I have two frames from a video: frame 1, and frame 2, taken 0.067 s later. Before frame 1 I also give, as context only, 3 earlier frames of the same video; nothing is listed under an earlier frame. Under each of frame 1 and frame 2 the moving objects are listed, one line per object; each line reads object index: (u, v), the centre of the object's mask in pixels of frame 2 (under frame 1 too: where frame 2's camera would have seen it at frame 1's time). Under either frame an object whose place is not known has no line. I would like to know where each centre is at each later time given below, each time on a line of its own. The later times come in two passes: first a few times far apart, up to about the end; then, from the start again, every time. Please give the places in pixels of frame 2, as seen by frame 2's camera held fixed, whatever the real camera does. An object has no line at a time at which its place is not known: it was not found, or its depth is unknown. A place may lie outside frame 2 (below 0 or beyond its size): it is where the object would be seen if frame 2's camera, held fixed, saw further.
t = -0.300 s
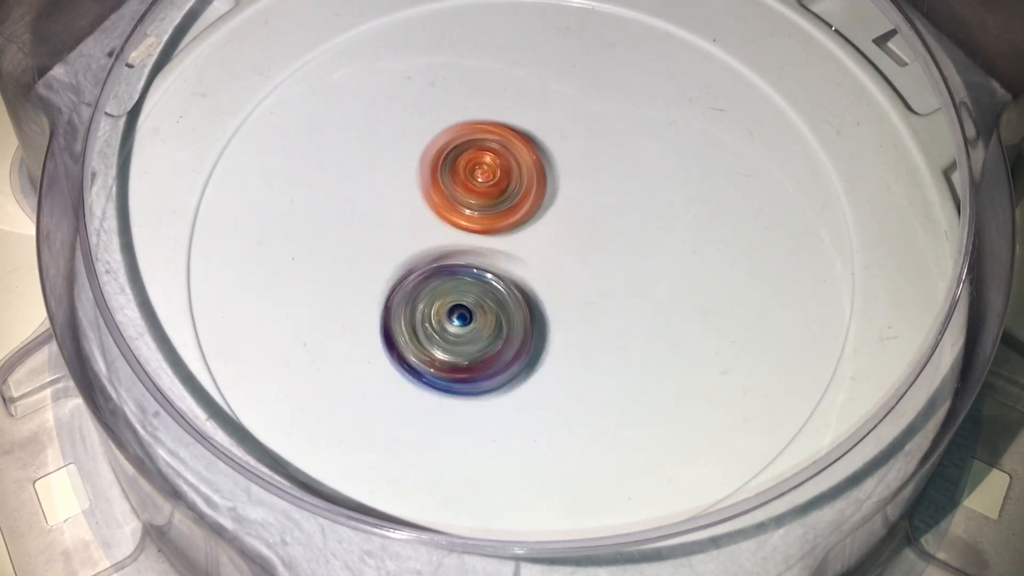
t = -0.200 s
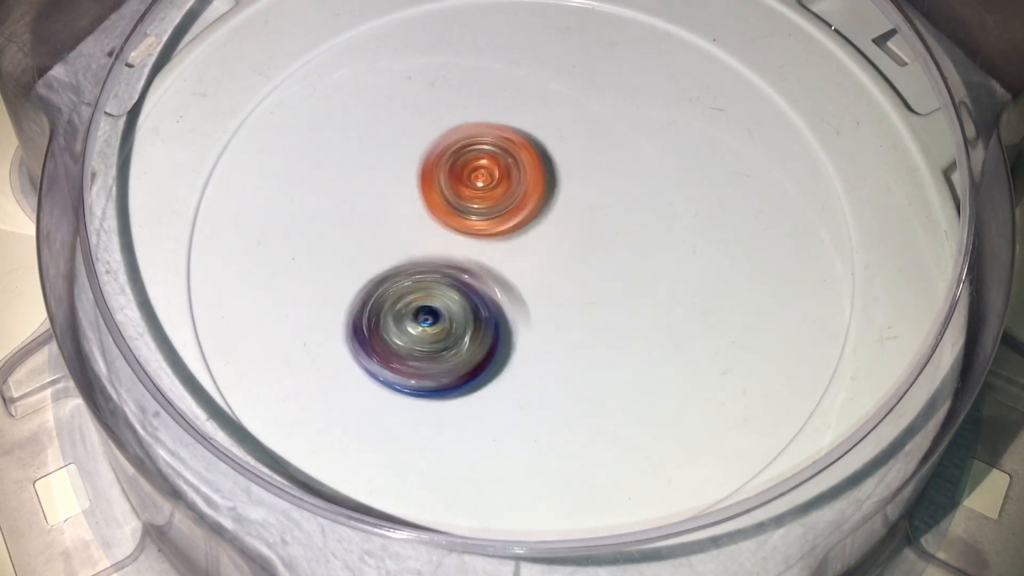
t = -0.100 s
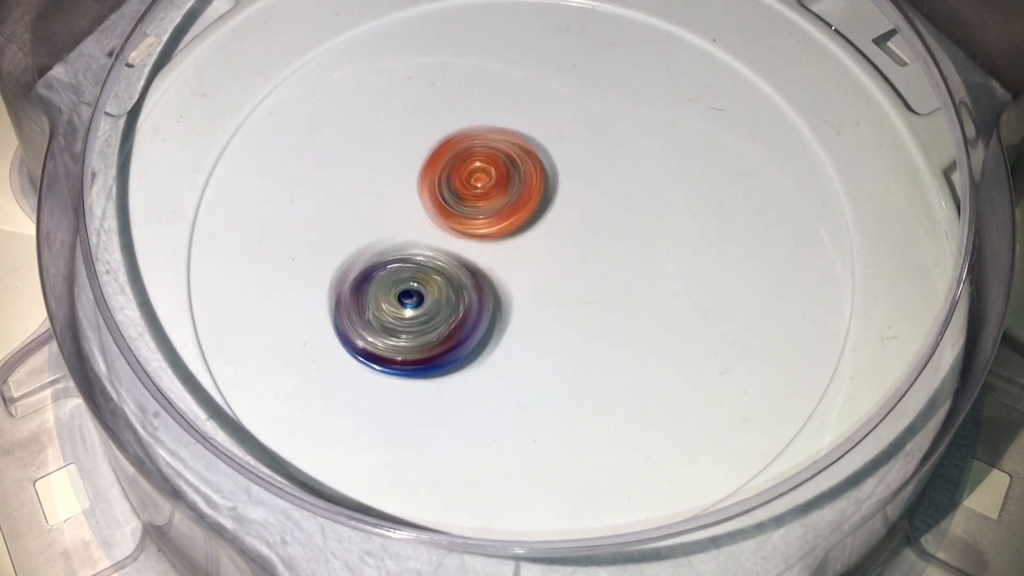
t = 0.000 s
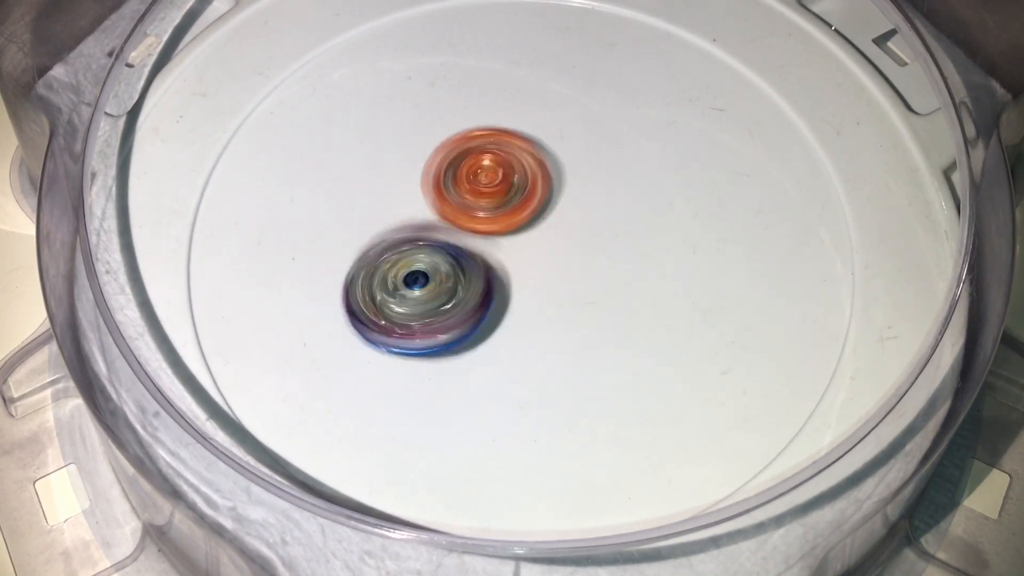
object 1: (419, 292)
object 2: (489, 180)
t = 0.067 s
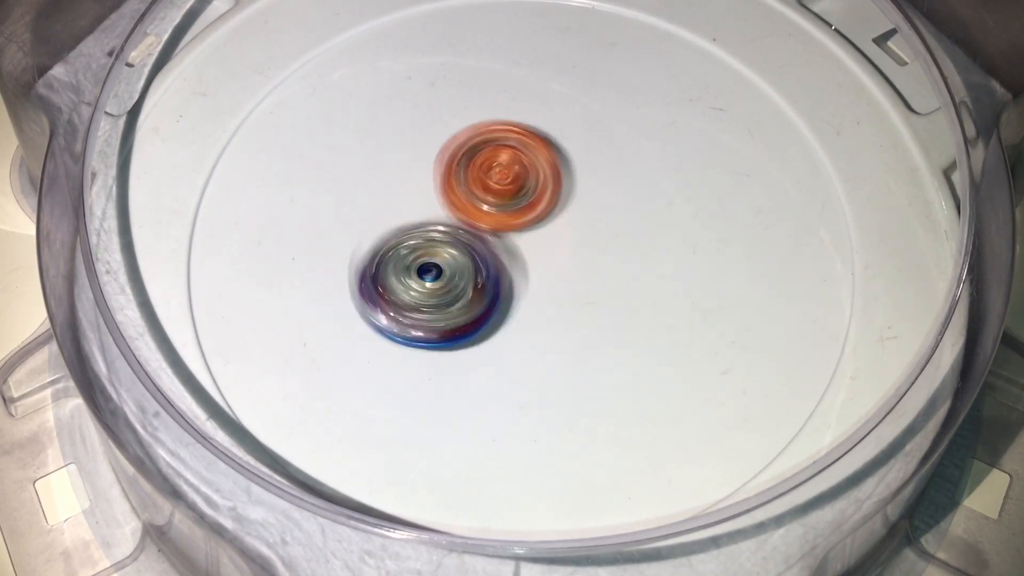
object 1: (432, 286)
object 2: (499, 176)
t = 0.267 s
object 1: (466, 279)
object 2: (525, 171)
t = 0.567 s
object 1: (505, 330)
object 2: (542, 169)
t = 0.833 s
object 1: (542, 304)
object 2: (531, 158)
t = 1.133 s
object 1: (520, 279)
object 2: (531, 129)
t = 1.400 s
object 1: (516, 272)
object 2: (509, 154)
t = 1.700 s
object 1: (536, 273)
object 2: (480, 147)
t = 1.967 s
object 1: (567, 250)
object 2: (468, 167)
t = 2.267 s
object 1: (613, 227)
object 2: (449, 175)
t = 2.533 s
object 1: (599, 237)
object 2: (458, 213)
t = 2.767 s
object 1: (594, 223)
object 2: (398, 208)
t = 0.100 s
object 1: (436, 284)
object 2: (510, 172)
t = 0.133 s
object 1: (442, 280)
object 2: (513, 173)
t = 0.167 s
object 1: (447, 279)
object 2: (514, 175)
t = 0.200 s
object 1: (455, 278)
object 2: (515, 173)
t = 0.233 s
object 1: (461, 279)
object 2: (521, 169)
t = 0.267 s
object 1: (466, 279)
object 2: (525, 171)
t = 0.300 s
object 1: (469, 281)
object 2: (530, 173)
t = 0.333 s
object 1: (474, 283)
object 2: (536, 174)
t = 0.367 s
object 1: (474, 286)
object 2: (540, 178)
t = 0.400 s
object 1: (479, 292)
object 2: (538, 183)
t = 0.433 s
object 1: (486, 297)
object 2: (542, 183)
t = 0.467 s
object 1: (488, 299)
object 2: (544, 186)
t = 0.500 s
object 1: (495, 302)
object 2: (541, 191)
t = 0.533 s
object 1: (501, 314)
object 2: (540, 185)
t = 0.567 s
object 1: (505, 330)
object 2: (542, 169)
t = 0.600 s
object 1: (510, 338)
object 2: (544, 162)
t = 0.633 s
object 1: (517, 339)
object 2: (547, 159)
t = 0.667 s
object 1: (518, 340)
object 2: (544, 160)
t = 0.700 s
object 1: (524, 336)
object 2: (539, 159)
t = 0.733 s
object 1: (528, 330)
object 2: (537, 158)
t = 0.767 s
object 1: (533, 322)
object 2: (534, 158)
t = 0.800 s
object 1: (539, 317)
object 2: (533, 157)
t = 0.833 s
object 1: (542, 304)
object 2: (531, 158)
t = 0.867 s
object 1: (545, 294)
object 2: (528, 158)
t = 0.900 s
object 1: (545, 281)
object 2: (526, 159)
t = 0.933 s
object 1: (545, 273)
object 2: (524, 152)
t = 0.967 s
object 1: (544, 268)
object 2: (524, 148)
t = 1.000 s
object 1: (538, 271)
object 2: (531, 138)
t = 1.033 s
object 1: (535, 270)
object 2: (534, 131)
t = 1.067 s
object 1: (528, 272)
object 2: (534, 131)
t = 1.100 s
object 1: (524, 276)
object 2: (534, 130)
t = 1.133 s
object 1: (520, 279)
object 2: (531, 129)
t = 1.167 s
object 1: (519, 281)
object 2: (529, 127)
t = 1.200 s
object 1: (519, 281)
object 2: (529, 129)
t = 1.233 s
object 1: (518, 282)
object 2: (525, 132)
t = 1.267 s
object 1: (519, 281)
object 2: (524, 133)
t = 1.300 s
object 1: (517, 281)
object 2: (523, 137)
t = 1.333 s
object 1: (517, 278)
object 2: (519, 141)
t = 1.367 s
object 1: (517, 277)
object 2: (514, 147)
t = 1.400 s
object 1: (516, 272)
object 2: (509, 154)
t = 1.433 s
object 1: (520, 267)
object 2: (504, 154)
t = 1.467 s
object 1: (526, 274)
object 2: (502, 156)
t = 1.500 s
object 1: (527, 278)
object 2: (496, 150)
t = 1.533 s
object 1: (532, 283)
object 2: (492, 148)
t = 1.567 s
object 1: (537, 285)
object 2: (488, 146)
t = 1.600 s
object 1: (537, 285)
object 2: (481, 143)
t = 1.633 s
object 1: (536, 281)
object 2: (480, 143)
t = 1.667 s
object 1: (536, 281)
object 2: (483, 143)
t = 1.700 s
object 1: (536, 273)
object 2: (480, 147)
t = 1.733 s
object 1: (537, 269)
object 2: (479, 152)
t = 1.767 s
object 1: (542, 261)
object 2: (474, 151)
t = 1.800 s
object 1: (548, 260)
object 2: (474, 152)
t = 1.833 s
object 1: (554, 257)
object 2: (474, 153)
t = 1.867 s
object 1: (557, 256)
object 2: (475, 157)
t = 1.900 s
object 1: (558, 253)
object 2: (472, 161)
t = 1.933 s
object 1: (563, 253)
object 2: (471, 164)
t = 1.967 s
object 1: (567, 250)
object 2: (468, 167)
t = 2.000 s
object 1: (569, 248)
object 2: (466, 168)
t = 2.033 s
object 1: (569, 243)
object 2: (464, 171)
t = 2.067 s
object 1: (567, 238)
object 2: (461, 171)
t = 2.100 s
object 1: (569, 236)
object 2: (456, 172)
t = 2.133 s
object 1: (573, 228)
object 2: (456, 171)
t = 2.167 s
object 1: (589, 227)
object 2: (454, 169)
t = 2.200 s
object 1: (601, 224)
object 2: (448, 170)
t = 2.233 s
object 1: (608, 224)
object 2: (448, 172)
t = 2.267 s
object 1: (613, 227)
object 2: (449, 175)
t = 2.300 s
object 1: (616, 226)
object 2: (447, 182)
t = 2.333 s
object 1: (612, 226)
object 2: (442, 187)
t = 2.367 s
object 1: (614, 225)
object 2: (442, 188)
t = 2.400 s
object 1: (611, 226)
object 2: (446, 191)
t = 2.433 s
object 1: (615, 229)
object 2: (451, 195)
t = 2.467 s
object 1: (610, 230)
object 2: (453, 200)
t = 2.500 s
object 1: (606, 233)
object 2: (455, 206)
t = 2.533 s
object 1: (599, 237)
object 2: (458, 213)
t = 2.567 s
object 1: (590, 240)
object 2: (453, 217)
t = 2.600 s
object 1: (582, 240)
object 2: (445, 219)
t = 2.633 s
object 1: (592, 240)
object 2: (429, 220)
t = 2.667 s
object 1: (590, 238)
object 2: (414, 216)
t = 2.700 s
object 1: (594, 234)
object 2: (403, 215)
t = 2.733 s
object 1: (597, 227)
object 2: (396, 212)
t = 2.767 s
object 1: (594, 223)
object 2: (398, 208)
